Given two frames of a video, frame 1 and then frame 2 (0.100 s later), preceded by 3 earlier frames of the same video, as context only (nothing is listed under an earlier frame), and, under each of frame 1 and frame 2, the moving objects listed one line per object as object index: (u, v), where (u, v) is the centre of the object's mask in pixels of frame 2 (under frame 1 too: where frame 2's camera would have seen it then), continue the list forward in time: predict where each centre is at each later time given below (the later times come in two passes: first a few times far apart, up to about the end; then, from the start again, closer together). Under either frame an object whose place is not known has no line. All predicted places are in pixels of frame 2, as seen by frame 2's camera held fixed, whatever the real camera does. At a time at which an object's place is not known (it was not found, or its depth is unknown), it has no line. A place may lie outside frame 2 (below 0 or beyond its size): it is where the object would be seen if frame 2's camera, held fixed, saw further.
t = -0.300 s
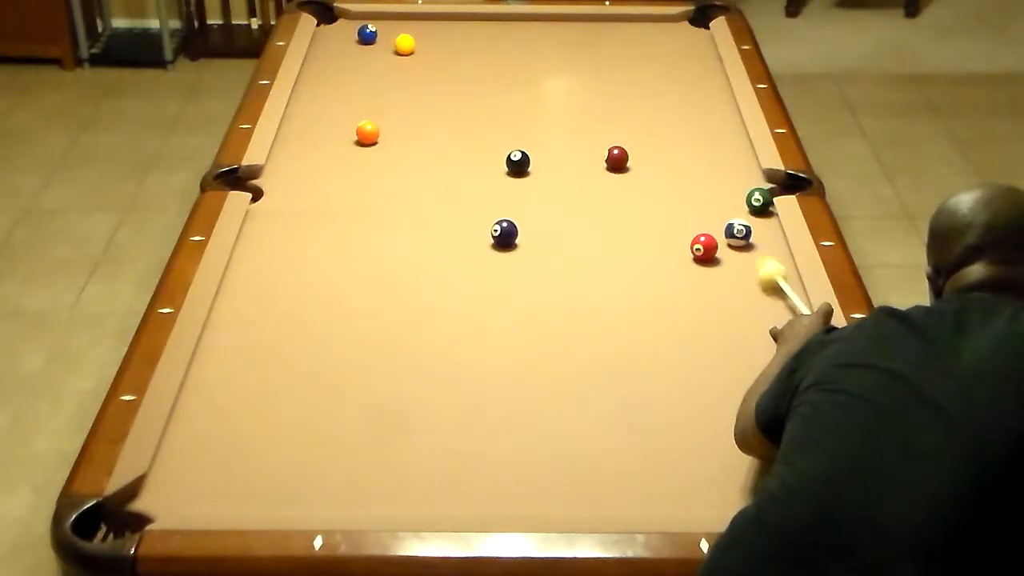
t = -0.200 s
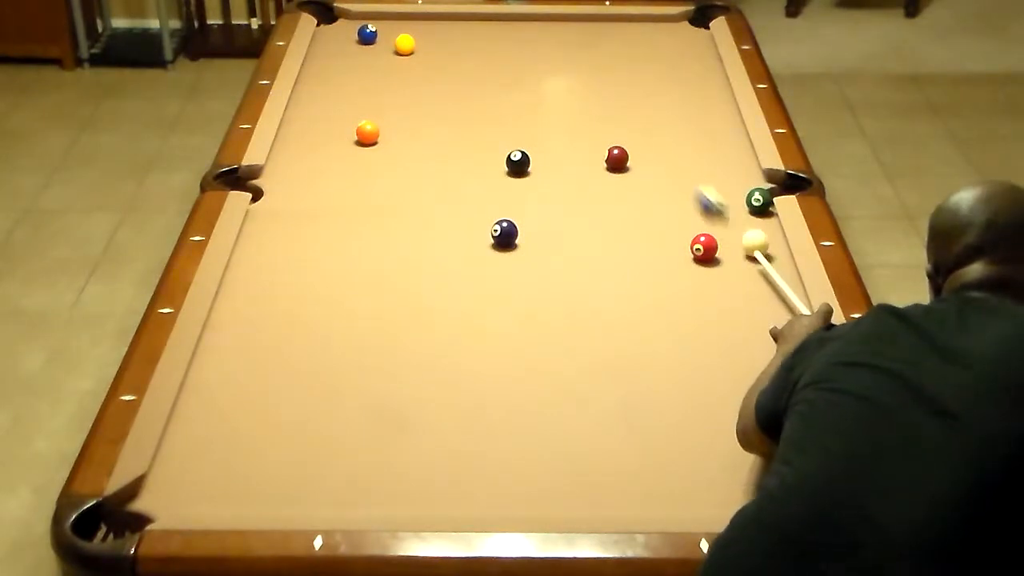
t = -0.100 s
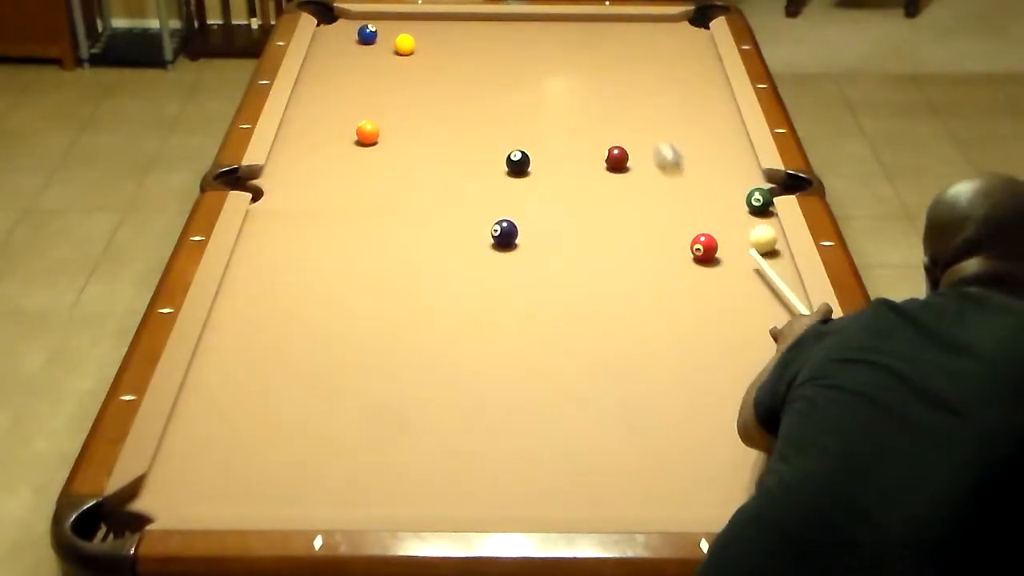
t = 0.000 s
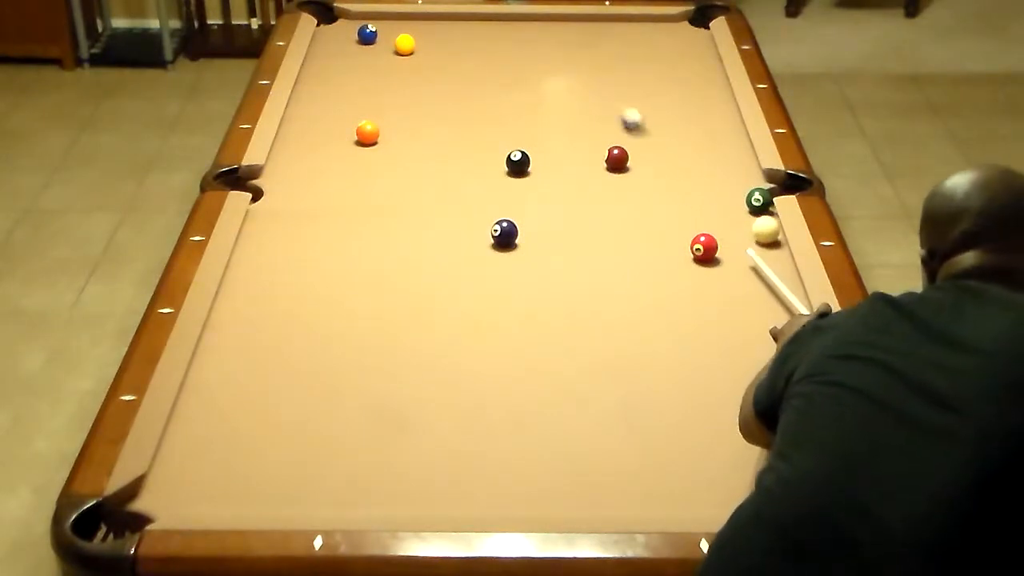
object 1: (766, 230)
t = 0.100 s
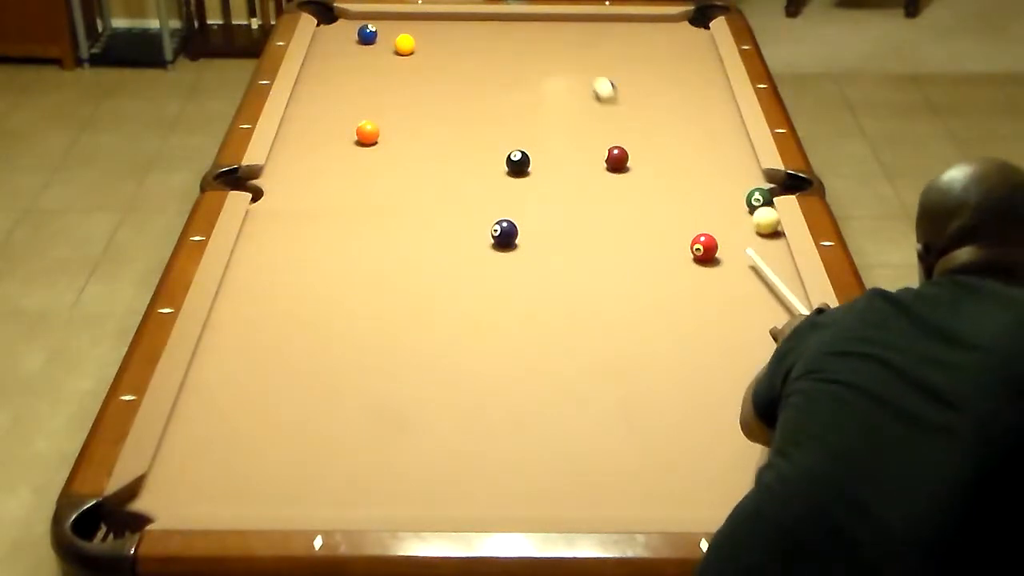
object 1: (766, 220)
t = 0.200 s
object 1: (761, 212)
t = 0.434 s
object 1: (753, 209)
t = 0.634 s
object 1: (748, 206)
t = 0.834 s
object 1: (744, 203)
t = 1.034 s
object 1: (741, 202)
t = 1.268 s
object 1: (738, 201)
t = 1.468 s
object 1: (738, 201)
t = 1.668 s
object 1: (738, 201)
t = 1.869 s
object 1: (738, 201)
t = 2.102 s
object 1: (738, 201)
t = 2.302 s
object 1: (738, 201)
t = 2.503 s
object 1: (738, 201)
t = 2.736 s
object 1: (738, 201)
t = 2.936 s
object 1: (738, 201)
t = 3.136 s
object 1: (738, 201)
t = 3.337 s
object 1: (738, 201)
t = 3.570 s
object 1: (738, 201)
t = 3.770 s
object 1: (738, 201)
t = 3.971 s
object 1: (738, 201)
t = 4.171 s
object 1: (739, 201)
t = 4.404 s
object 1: (739, 201)
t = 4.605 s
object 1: (739, 201)
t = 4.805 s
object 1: (739, 201)
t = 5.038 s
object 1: (739, 201)
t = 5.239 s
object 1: (739, 201)
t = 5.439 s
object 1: (739, 201)
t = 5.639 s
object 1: (739, 201)
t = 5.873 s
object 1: (739, 201)
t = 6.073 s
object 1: (738, 201)
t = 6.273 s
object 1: (738, 201)
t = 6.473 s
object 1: (738, 201)
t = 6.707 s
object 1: (739, 201)
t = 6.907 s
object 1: (738, 201)
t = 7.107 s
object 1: (739, 201)
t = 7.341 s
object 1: (738, 200)
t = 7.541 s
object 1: (738, 201)
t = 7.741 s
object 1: (738, 201)
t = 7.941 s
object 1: (738, 201)
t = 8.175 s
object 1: (739, 201)
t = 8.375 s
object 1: (739, 201)
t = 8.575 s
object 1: (739, 201)
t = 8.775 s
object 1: (739, 201)
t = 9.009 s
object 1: (739, 201)
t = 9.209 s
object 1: (739, 201)
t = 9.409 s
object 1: (739, 201)
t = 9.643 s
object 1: (739, 201)
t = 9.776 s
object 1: (739, 201)
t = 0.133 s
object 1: (764, 218)
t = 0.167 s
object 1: (762, 215)
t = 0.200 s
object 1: (761, 212)
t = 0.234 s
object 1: (759, 212)
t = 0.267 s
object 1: (758, 211)
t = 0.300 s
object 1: (757, 211)
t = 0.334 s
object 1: (756, 210)
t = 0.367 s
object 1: (755, 210)
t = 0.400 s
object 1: (754, 209)
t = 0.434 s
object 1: (753, 209)
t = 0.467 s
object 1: (752, 208)
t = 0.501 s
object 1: (751, 208)
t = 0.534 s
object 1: (750, 207)
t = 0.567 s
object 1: (749, 207)
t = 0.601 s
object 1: (748, 206)
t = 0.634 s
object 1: (748, 206)
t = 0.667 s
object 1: (747, 206)
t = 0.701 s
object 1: (746, 205)
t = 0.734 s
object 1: (745, 205)
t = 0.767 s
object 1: (745, 204)
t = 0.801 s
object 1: (745, 204)
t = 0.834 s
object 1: (744, 203)
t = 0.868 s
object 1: (743, 203)
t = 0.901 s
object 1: (742, 203)
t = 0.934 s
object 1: (742, 203)
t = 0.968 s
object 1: (741, 203)
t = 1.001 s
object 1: (741, 203)
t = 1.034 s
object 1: (741, 202)
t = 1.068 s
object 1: (740, 202)
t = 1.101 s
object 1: (740, 202)
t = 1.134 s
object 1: (740, 202)
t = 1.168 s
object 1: (740, 202)
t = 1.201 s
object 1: (739, 201)
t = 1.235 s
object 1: (739, 201)
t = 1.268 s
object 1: (738, 201)
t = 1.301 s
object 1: (738, 201)
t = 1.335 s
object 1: (738, 201)
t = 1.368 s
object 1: (738, 201)
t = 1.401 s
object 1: (738, 201)
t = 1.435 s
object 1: (738, 201)
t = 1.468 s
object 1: (738, 201)
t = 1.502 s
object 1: (738, 201)
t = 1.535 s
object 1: (738, 201)
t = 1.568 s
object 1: (738, 201)
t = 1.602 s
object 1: (738, 201)
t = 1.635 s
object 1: (738, 201)
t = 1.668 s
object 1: (738, 201)
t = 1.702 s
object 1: (738, 201)
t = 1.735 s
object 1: (738, 201)
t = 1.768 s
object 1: (738, 201)
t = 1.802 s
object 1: (738, 201)
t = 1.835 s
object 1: (738, 201)
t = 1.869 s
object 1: (738, 201)
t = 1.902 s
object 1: (738, 201)
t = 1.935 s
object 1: (738, 201)
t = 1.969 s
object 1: (738, 201)
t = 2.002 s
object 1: (738, 200)
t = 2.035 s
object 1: (738, 201)
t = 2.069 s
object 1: (738, 201)
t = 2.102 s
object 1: (738, 201)
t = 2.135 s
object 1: (738, 201)
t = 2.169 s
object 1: (738, 201)
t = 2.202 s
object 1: (738, 201)
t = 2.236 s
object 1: (738, 201)
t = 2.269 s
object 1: (738, 201)
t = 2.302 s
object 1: (738, 201)
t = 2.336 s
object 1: (738, 201)
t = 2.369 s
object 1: (738, 201)
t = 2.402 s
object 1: (738, 201)
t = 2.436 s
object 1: (738, 201)
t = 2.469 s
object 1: (738, 201)
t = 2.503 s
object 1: (738, 201)
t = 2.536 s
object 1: (738, 201)
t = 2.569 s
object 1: (738, 201)
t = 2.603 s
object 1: (738, 201)
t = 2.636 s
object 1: (738, 201)
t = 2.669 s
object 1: (738, 201)
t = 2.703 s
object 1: (738, 201)
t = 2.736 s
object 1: (738, 201)
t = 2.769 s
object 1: (738, 201)
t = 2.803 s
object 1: (738, 201)
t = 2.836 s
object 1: (738, 201)
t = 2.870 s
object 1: (738, 201)
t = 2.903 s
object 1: (738, 201)
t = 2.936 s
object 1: (738, 201)
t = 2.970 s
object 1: (738, 201)
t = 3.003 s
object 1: (738, 201)
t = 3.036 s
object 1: (738, 201)
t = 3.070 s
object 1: (738, 201)
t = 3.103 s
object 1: (738, 201)
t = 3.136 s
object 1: (738, 201)
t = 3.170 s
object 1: (738, 201)
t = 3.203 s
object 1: (738, 201)
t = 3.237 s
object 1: (738, 201)
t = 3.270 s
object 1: (738, 201)
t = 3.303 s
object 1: (738, 201)
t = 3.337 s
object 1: (738, 201)
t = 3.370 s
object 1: (738, 201)
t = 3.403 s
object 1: (738, 201)
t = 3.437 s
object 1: (738, 201)
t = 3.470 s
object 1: (738, 201)
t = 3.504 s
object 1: (738, 201)
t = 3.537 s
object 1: (738, 201)
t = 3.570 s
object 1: (738, 201)
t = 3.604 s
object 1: (738, 201)
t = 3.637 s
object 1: (738, 201)
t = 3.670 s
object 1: (738, 201)
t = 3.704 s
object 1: (738, 201)
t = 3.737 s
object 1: (739, 201)
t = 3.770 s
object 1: (738, 201)
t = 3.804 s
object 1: (738, 201)
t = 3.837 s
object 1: (738, 201)
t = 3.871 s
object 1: (738, 201)
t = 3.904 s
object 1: (738, 201)
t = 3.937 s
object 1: (739, 201)
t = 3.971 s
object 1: (738, 201)
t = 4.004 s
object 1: (739, 201)
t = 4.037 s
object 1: (738, 201)
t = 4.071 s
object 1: (739, 201)
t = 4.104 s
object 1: (739, 201)
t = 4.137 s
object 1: (739, 201)
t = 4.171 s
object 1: (739, 201)
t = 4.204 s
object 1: (739, 201)
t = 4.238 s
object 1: (739, 201)
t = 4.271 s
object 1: (738, 201)
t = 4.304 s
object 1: (739, 201)
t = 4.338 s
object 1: (738, 201)
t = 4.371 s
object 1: (738, 201)
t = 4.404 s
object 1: (739, 201)
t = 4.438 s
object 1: (739, 201)
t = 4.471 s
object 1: (739, 201)
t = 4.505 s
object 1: (739, 201)
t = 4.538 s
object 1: (739, 201)
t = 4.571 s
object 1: (739, 201)
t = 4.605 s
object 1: (739, 201)
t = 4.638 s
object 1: (739, 201)
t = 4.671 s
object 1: (739, 201)
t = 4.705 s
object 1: (739, 201)
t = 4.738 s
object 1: (739, 201)
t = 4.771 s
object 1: (739, 201)
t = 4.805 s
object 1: (739, 201)
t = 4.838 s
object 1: (739, 201)
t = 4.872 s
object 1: (739, 201)
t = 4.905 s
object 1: (739, 201)
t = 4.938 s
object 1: (739, 201)
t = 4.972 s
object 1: (739, 201)
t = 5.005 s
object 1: (739, 201)
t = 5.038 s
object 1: (739, 201)
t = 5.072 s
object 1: (739, 201)
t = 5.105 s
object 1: (739, 201)
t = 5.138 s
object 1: (739, 201)
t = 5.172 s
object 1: (739, 201)
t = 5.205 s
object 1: (739, 201)
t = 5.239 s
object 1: (739, 201)
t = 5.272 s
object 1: (739, 201)
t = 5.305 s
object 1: (739, 201)
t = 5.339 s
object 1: (739, 201)
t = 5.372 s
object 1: (738, 201)
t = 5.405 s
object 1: (739, 201)
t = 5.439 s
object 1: (739, 201)
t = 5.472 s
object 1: (739, 201)
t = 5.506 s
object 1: (739, 201)
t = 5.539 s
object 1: (739, 201)
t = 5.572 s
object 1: (739, 201)
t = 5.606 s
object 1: (739, 201)
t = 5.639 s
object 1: (739, 201)
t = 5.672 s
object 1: (739, 201)
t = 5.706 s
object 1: (739, 201)
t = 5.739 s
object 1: (739, 201)
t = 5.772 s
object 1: (739, 201)
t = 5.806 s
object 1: (739, 201)
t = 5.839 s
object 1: (739, 201)
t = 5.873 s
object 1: (739, 201)
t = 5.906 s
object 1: (739, 201)
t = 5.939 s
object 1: (739, 201)
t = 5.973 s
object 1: (739, 201)
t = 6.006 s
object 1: (738, 201)
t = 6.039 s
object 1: (738, 201)
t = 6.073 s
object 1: (738, 201)
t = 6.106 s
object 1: (738, 201)
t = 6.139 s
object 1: (738, 201)
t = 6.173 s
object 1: (738, 201)
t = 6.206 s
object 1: (738, 201)
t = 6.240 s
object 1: (738, 201)
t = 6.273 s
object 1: (738, 201)
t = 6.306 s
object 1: (738, 201)
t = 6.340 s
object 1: (738, 201)
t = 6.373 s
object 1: (738, 201)
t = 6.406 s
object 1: (738, 201)
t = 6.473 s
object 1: (738, 201)
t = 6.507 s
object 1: (738, 201)
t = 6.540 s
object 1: (738, 201)
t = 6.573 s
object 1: (739, 201)
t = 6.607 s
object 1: (739, 201)
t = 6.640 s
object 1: (739, 201)
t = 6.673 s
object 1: (739, 201)
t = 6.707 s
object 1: (739, 201)
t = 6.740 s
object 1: (739, 201)
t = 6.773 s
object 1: (739, 201)
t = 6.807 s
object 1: (739, 201)
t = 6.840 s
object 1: (739, 201)
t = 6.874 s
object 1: (739, 201)
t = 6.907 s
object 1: (738, 201)
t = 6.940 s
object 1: (739, 201)
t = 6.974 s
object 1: (739, 201)
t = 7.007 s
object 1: (738, 201)
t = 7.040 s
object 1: (739, 201)
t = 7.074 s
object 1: (739, 201)
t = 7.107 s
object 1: (739, 201)
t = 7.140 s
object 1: (738, 201)
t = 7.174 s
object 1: (738, 201)
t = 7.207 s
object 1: (738, 201)
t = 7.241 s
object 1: (738, 201)
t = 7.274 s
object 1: (738, 201)
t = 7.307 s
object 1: (738, 201)
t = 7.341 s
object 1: (738, 200)
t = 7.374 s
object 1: (738, 201)
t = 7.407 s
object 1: (739, 201)
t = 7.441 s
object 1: (738, 201)
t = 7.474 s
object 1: (738, 201)
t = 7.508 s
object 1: (738, 201)
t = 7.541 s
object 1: (738, 201)
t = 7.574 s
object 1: (738, 201)
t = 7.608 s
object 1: (738, 201)
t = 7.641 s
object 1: (738, 201)
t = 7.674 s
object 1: (738, 201)
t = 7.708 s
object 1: (738, 201)
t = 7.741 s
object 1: (738, 201)
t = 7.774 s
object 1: (738, 201)
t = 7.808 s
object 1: (738, 201)
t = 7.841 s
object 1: (738, 201)
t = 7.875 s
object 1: (738, 201)
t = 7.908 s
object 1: (738, 201)
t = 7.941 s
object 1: (738, 201)
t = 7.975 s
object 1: (738, 201)
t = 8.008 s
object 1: (738, 201)
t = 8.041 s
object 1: (738, 201)
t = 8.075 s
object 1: (739, 201)
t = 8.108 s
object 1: (738, 201)
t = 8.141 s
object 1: (739, 201)
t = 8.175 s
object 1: (739, 201)
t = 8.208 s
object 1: (739, 201)
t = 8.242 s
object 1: (739, 201)
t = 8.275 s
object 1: (739, 201)
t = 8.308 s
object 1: (739, 201)
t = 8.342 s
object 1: (739, 201)
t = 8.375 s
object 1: (739, 201)
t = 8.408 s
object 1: (739, 201)
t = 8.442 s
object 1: (739, 201)
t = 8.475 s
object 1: (739, 201)
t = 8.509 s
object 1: (739, 201)
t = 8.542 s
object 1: (739, 201)
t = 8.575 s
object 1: (739, 201)
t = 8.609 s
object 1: (739, 201)
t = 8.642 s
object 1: (739, 201)
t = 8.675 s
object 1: (739, 201)
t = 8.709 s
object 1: (739, 201)
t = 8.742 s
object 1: (739, 201)
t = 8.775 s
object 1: (739, 201)
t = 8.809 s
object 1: (739, 201)
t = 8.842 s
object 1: (739, 201)
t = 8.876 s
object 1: (739, 201)
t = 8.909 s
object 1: (739, 201)
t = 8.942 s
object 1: (739, 201)
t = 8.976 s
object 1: (739, 201)
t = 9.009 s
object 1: (739, 201)
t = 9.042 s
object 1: (739, 201)
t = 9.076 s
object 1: (739, 201)
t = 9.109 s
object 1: (739, 201)
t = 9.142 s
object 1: (739, 201)
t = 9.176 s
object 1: (738, 201)
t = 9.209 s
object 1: (739, 201)
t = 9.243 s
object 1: (739, 201)
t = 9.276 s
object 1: (739, 201)
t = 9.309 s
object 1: (739, 201)
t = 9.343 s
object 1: (739, 201)
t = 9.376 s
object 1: (739, 201)
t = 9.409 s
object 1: (739, 201)
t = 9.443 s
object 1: (739, 201)
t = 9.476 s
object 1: (739, 201)
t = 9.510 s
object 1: (739, 201)
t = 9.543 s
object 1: (739, 201)
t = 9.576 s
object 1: (739, 201)
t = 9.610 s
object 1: (739, 201)
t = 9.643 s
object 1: (739, 201)
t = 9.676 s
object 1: (739, 201)
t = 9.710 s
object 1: (739, 201)
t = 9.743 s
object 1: (739, 201)
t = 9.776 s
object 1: (739, 201)
